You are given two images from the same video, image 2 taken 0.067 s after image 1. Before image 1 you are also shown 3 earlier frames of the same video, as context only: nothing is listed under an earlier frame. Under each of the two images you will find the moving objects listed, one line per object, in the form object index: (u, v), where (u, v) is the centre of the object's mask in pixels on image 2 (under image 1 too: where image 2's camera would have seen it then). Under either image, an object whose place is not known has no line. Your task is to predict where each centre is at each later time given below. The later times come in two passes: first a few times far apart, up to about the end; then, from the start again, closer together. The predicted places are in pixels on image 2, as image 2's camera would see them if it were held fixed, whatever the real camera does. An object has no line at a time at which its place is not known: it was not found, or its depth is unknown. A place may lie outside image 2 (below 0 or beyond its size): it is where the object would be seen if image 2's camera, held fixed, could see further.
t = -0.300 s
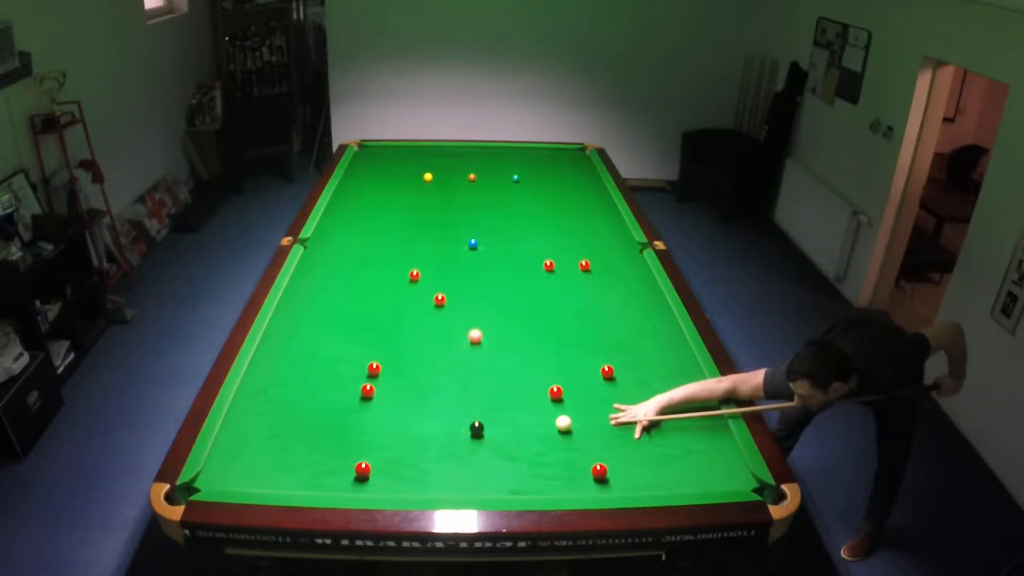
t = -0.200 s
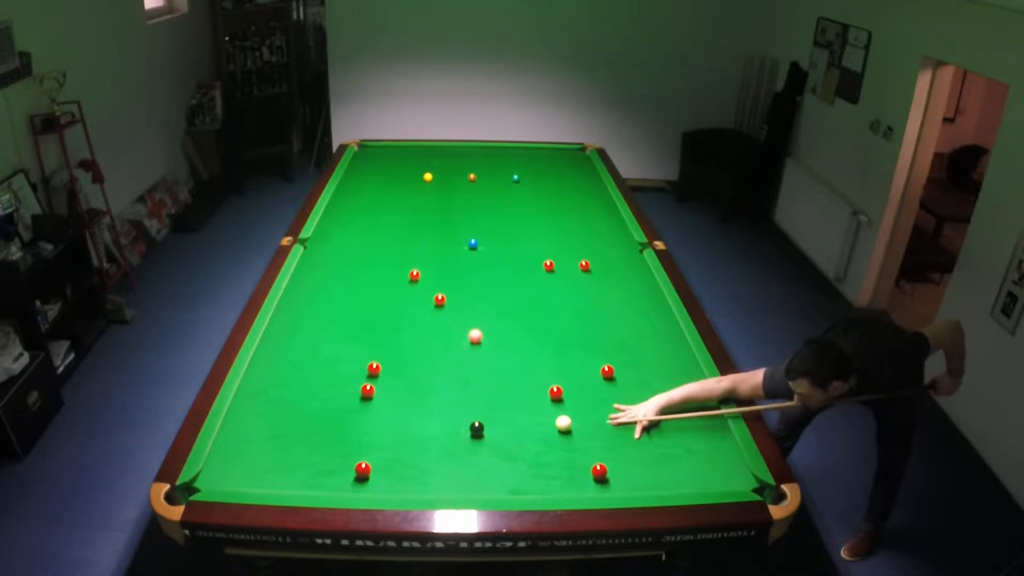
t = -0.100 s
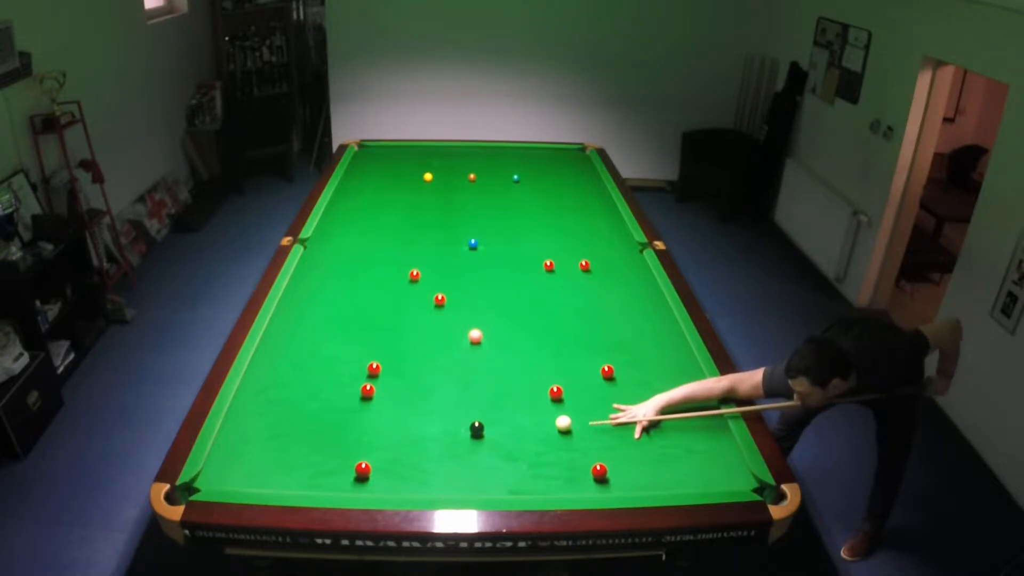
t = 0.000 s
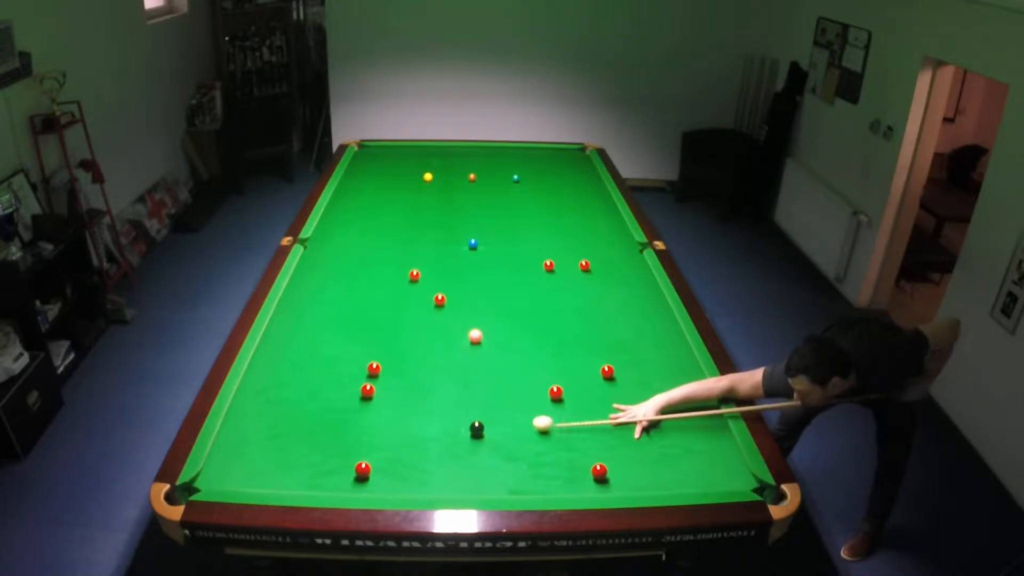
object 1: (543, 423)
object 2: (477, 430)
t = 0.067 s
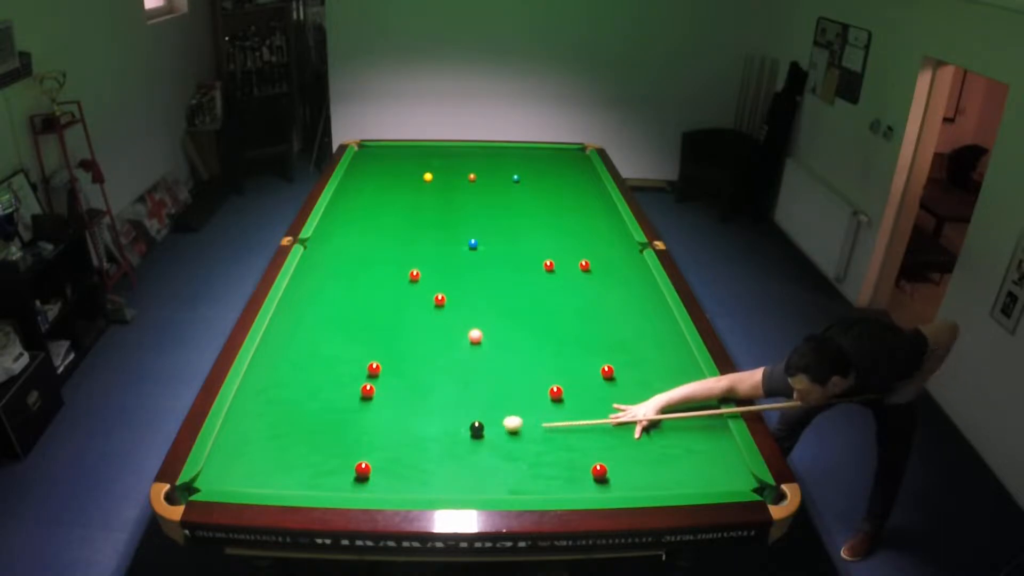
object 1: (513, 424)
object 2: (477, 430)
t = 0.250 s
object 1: (486, 418)
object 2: (440, 438)
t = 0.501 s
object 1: (477, 405)
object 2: (378, 451)
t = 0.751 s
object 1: (469, 395)
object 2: (316, 465)
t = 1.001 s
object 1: (462, 386)
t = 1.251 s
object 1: (455, 378)
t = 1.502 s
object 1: (449, 371)
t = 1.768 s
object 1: (444, 364)
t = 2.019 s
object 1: (440, 359)
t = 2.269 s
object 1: (436, 355)
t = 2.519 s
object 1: (433, 352)
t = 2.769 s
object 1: (431, 349)
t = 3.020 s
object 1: (429, 347)
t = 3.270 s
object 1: (428, 346)
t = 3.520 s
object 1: (428, 346)
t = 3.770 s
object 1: (429, 346)
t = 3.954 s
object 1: (429, 346)
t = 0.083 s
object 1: (506, 424)
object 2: (476, 430)
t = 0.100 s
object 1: (499, 424)
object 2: (476, 430)
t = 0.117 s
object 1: (493, 424)
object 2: (476, 430)
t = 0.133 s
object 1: (490, 423)
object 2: (472, 431)
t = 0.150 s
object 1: (489, 423)
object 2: (467, 432)
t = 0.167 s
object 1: (489, 422)
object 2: (462, 433)
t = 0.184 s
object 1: (488, 421)
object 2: (457, 434)
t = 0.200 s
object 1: (487, 420)
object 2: (453, 435)
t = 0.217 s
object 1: (487, 419)
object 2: (448, 436)
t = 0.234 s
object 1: (486, 418)
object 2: (444, 437)
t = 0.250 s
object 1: (486, 418)
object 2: (440, 438)
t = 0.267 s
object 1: (485, 417)
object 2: (436, 439)
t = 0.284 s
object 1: (484, 416)
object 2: (432, 440)
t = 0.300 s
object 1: (484, 415)
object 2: (428, 441)
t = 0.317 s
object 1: (483, 414)
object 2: (424, 442)
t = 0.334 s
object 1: (483, 413)
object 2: (419, 443)
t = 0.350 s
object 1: (482, 412)
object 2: (416, 444)
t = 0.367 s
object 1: (481, 412)
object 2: (411, 445)
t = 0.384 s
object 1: (481, 411)
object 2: (407, 446)
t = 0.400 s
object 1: (480, 410)
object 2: (403, 446)
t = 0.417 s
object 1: (480, 409)
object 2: (399, 447)
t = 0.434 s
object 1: (479, 408)
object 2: (395, 448)
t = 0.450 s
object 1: (479, 408)
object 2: (391, 449)
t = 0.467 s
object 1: (478, 407)
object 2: (387, 450)
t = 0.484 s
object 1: (478, 406)
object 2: (382, 451)
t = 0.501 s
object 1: (477, 405)
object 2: (378, 451)
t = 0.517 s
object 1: (476, 404)
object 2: (374, 453)
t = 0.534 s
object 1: (476, 404)
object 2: (370, 453)
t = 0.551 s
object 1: (475, 403)
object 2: (366, 453)
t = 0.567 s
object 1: (475, 402)
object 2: (362, 454)
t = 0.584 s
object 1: (474, 402)
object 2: (357, 455)
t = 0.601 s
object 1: (474, 401)
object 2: (353, 456)
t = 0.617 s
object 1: (473, 400)
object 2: (349, 458)
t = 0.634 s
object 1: (473, 400)
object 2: (345, 459)
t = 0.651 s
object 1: (472, 399)
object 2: (341, 460)
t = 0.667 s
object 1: (472, 398)
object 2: (337, 460)
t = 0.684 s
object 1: (471, 397)
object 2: (333, 462)
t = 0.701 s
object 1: (471, 397)
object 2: (328, 463)
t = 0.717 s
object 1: (470, 396)
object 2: (324, 463)
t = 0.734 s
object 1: (470, 395)
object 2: (320, 464)
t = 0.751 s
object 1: (469, 395)
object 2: (316, 465)
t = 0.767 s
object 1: (469, 394)
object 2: (312, 466)
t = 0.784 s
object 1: (468, 393)
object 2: (308, 467)
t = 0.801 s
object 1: (468, 393)
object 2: (304, 468)
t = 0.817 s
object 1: (467, 392)
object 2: (300, 468)
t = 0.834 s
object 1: (467, 392)
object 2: (295, 469)
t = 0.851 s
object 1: (466, 391)
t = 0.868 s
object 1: (466, 390)
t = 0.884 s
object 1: (465, 390)
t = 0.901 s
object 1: (465, 389)
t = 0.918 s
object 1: (464, 389)
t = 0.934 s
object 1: (464, 388)
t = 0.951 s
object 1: (463, 387)
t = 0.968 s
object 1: (463, 387)
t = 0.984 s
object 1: (462, 386)
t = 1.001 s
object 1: (462, 386)
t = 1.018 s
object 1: (462, 385)
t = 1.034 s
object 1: (461, 384)
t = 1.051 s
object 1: (461, 384)
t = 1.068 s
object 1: (460, 383)
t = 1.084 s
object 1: (460, 383)
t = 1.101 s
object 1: (459, 382)
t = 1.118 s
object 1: (459, 382)
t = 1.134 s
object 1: (458, 381)
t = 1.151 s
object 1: (458, 381)
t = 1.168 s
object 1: (458, 380)
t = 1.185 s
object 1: (457, 380)
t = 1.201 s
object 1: (457, 379)
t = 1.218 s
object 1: (456, 379)
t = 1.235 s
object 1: (456, 378)
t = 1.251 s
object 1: (455, 378)
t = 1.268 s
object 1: (455, 377)
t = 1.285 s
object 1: (455, 377)
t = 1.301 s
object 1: (454, 376)
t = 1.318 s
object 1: (454, 376)
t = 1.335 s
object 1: (453, 375)
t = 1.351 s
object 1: (453, 375)
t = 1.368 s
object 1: (453, 374)
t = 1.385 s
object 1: (452, 374)
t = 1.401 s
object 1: (452, 373)
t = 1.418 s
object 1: (451, 373)
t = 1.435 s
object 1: (451, 372)
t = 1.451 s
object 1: (451, 372)
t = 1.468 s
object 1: (450, 372)
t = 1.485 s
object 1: (450, 371)
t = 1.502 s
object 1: (449, 371)
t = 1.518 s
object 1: (449, 370)
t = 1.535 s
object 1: (449, 370)
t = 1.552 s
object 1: (448, 369)
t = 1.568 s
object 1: (448, 369)
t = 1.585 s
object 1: (448, 369)
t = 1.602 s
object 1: (447, 368)
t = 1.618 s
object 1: (447, 368)
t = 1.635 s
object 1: (447, 367)
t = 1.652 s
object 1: (446, 367)
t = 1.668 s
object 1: (446, 366)
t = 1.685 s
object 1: (446, 366)
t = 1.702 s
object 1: (445, 366)
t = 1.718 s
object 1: (445, 365)
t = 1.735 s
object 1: (445, 365)
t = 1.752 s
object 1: (444, 364)
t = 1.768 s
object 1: (444, 364)
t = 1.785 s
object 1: (444, 364)
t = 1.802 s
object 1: (443, 363)
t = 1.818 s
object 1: (443, 363)
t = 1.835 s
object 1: (443, 363)
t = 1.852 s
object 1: (443, 362)
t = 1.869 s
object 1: (442, 362)
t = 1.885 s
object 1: (442, 362)
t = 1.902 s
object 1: (442, 361)
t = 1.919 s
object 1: (441, 361)
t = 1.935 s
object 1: (441, 361)
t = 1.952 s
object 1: (441, 360)
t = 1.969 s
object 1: (440, 360)
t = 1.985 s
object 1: (440, 360)
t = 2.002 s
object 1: (440, 359)
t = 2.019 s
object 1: (440, 359)
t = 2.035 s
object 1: (439, 359)
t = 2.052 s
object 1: (439, 359)
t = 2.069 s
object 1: (439, 358)
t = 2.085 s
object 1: (439, 358)
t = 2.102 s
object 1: (438, 358)
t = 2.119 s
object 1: (438, 357)
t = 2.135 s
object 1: (438, 357)
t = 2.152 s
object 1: (438, 357)
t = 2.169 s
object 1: (437, 357)
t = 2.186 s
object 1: (437, 356)
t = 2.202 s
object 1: (437, 356)
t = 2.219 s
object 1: (437, 356)
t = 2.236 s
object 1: (437, 355)
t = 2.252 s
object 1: (436, 355)
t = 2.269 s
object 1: (436, 355)
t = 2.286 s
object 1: (436, 355)
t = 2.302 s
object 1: (436, 354)
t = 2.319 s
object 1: (436, 354)
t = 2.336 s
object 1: (435, 354)
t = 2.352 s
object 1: (435, 354)
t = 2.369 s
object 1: (435, 354)
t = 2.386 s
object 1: (435, 353)
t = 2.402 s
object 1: (435, 353)
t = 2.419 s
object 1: (434, 353)
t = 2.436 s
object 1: (434, 353)
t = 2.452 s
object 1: (434, 352)
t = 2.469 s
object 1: (434, 352)
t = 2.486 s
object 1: (434, 352)
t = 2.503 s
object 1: (434, 352)
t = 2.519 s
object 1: (433, 352)
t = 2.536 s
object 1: (433, 352)
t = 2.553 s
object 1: (433, 351)
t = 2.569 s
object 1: (433, 351)
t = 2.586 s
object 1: (433, 351)
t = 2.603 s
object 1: (433, 351)
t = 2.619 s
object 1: (432, 351)
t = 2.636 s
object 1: (432, 350)
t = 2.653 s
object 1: (432, 350)
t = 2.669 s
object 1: (432, 349)
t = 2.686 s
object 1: (432, 349)
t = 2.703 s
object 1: (432, 350)
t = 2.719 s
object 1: (432, 349)
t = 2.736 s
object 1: (431, 349)
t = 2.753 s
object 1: (431, 349)
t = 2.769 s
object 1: (431, 349)
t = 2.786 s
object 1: (431, 349)
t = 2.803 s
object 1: (431, 349)
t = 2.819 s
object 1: (431, 349)
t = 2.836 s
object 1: (431, 348)
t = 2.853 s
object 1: (430, 348)
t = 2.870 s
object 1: (430, 348)
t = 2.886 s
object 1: (430, 348)
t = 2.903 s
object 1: (430, 348)
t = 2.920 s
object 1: (430, 348)
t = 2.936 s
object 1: (430, 348)
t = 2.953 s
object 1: (430, 348)
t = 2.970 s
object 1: (429, 348)
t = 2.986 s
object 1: (429, 347)
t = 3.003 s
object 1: (429, 347)
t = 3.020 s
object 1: (429, 347)
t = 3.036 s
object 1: (429, 347)
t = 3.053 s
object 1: (429, 347)
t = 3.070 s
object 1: (429, 347)
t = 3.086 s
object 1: (429, 347)
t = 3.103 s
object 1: (429, 347)
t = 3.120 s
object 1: (429, 347)
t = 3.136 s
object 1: (429, 347)
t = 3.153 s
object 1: (429, 347)
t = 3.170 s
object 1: (429, 347)
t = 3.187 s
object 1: (429, 347)
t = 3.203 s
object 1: (429, 347)
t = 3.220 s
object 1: (429, 347)
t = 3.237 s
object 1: (429, 347)
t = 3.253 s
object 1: (429, 346)
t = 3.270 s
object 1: (428, 346)
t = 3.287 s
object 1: (427, 346)
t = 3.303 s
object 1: (424, 344)
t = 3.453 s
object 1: (432, 344)
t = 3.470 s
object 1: (429, 346)
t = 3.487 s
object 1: (429, 346)
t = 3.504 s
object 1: (429, 346)
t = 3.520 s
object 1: (428, 346)
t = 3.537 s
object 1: (428, 346)
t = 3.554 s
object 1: (428, 346)
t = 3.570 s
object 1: (429, 346)
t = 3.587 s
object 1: (428, 346)
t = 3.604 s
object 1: (428, 346)
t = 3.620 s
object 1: (428, 346)
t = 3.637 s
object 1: (429, 346)
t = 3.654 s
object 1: (428, 346)
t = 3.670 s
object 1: (429, 346)
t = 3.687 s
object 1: (429, 346)
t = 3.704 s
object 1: (429, 346)
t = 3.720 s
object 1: (429, 346)
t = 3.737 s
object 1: (429, 346)
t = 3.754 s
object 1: (429, 346)
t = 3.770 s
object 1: (429, 346)
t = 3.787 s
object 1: (429, 346)
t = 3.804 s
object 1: (429, 346)
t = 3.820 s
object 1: (429, 346)
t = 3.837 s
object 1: (429, 346)
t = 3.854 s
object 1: (429, 346)
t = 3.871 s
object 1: (429, 346)
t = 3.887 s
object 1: (429, 346)
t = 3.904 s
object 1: (429, 346)
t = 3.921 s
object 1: (429, 346)
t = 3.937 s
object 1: (429, 346)
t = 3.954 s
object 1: (429, 346)
